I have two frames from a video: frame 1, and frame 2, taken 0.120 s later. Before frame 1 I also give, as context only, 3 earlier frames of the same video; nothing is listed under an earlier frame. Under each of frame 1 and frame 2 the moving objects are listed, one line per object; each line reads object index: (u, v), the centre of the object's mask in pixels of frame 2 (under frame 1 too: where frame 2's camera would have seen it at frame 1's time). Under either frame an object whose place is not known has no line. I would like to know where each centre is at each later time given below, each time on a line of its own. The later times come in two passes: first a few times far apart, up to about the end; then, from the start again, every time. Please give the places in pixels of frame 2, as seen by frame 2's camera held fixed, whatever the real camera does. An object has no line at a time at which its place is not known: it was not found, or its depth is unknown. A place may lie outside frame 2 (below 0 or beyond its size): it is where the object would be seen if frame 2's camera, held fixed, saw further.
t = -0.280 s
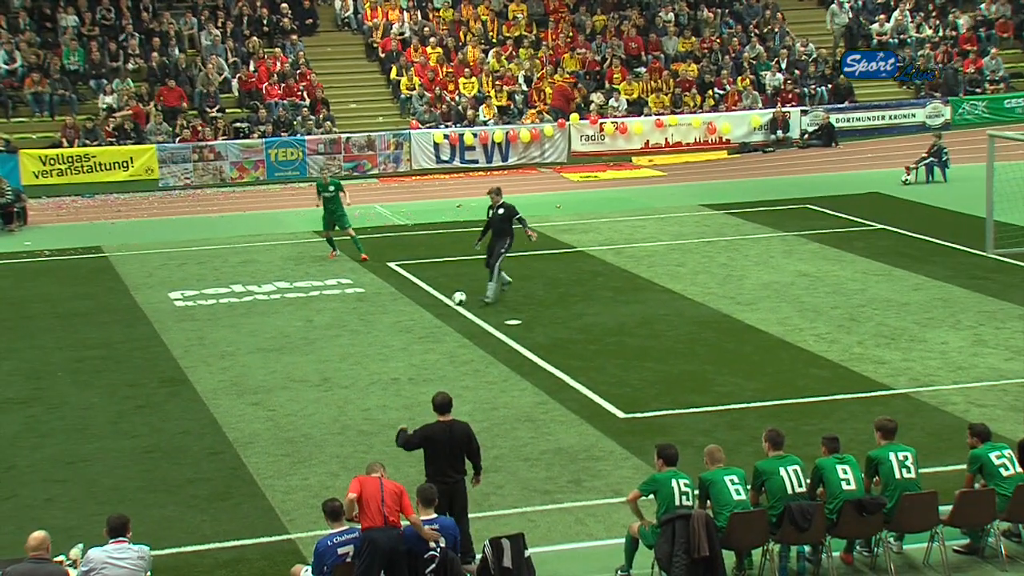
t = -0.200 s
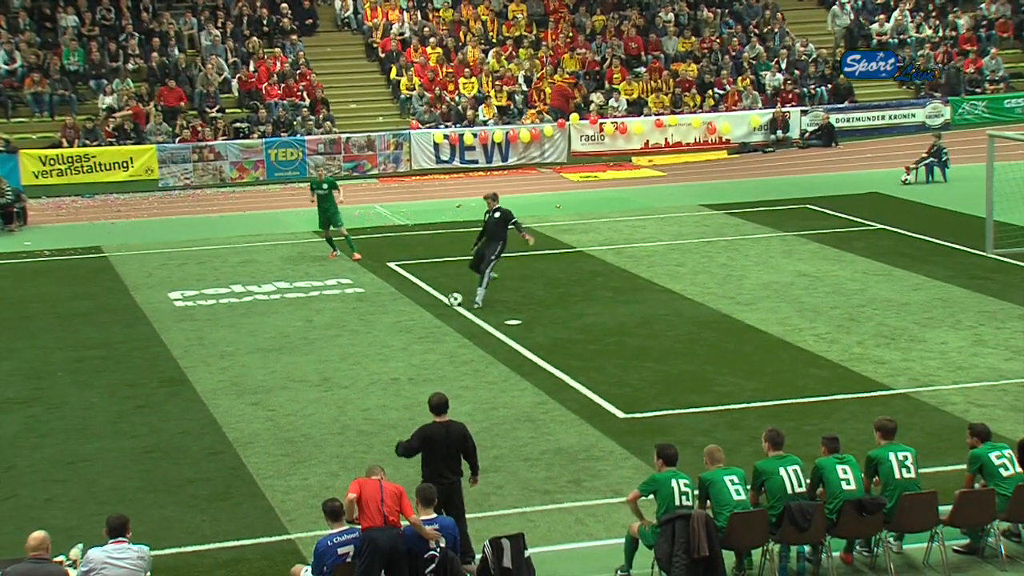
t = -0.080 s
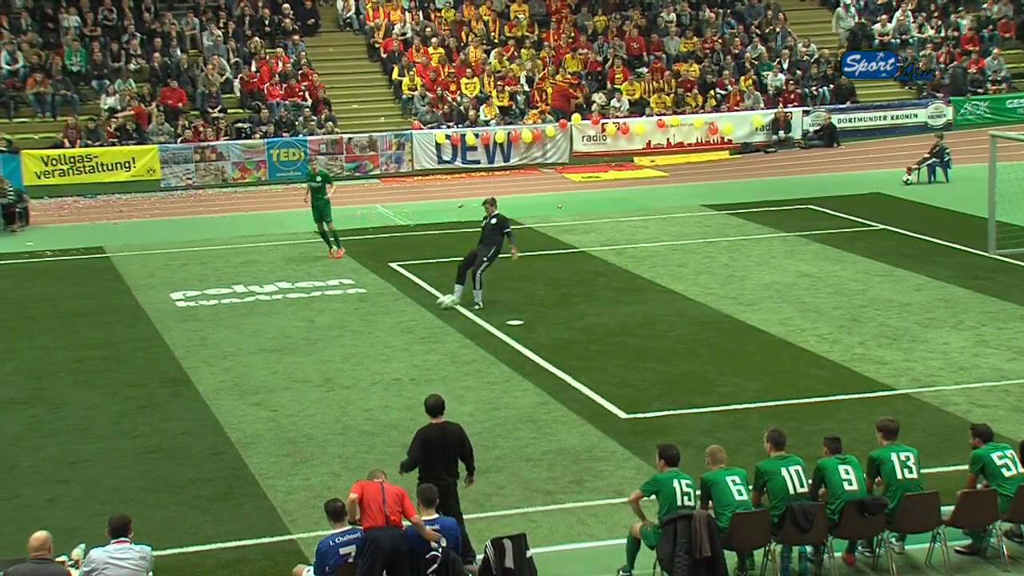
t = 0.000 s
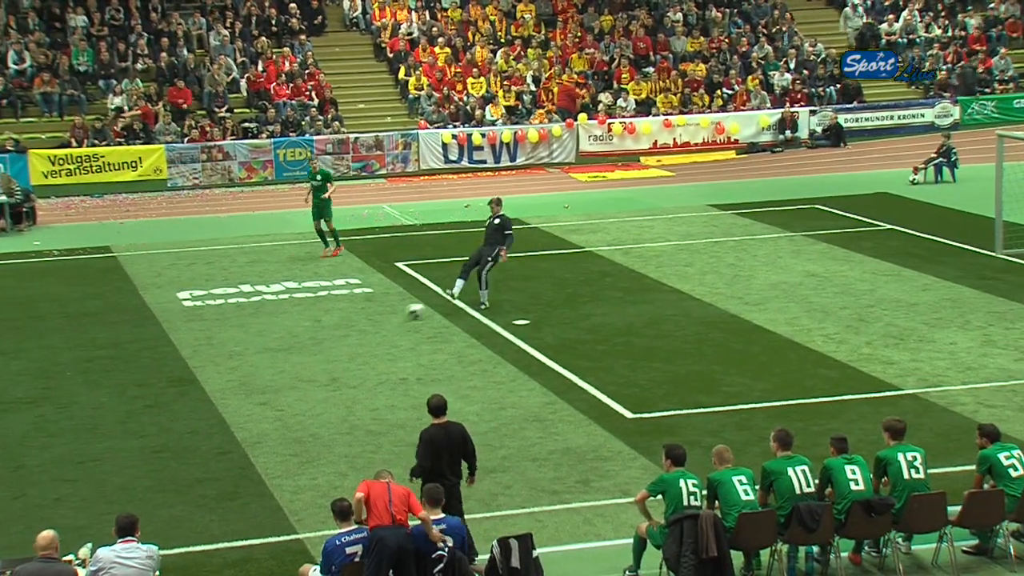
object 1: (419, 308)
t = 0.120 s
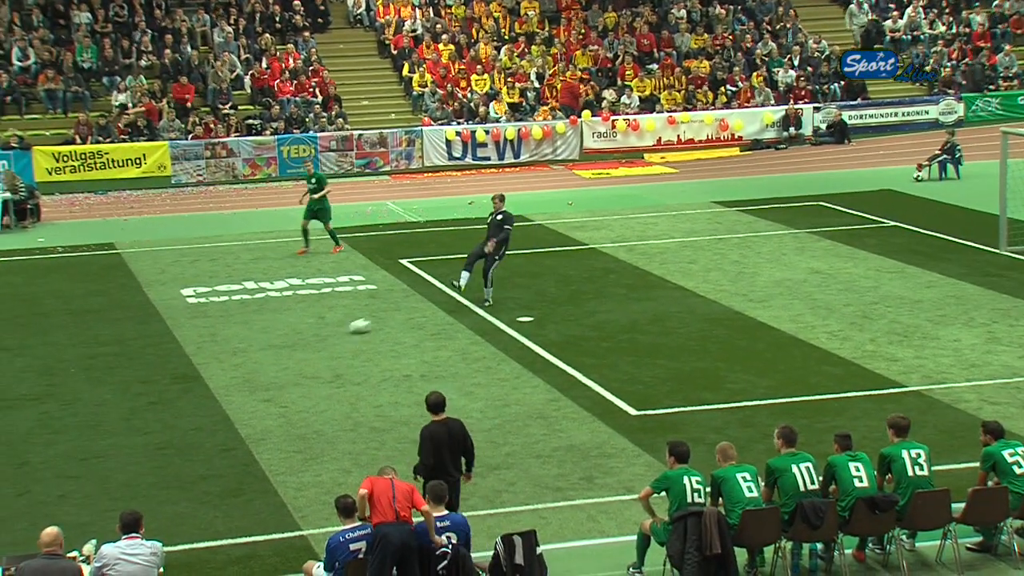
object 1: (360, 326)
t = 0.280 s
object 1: (286, 345)
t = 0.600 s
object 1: (148, 383)
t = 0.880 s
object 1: (20, 422)
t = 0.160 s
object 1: (342, 331)
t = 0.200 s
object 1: (324, 333)
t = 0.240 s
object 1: (304, 338)
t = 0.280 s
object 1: (286, 345)
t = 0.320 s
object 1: (267, 352)
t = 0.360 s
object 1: (250, 356)
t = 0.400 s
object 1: (234, 358)
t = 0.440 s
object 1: (216, 361)
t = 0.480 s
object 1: (199, 366)
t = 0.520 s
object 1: (183, 372)
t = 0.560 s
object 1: (165, 380)
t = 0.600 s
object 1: (148, 383)
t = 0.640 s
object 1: (129, 386)
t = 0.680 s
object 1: (112, 391)
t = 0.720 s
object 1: (94, 396)
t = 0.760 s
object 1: (76, 404)
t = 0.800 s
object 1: (58, 412)
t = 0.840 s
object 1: (38, 417)
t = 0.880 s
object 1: (20, 422)
